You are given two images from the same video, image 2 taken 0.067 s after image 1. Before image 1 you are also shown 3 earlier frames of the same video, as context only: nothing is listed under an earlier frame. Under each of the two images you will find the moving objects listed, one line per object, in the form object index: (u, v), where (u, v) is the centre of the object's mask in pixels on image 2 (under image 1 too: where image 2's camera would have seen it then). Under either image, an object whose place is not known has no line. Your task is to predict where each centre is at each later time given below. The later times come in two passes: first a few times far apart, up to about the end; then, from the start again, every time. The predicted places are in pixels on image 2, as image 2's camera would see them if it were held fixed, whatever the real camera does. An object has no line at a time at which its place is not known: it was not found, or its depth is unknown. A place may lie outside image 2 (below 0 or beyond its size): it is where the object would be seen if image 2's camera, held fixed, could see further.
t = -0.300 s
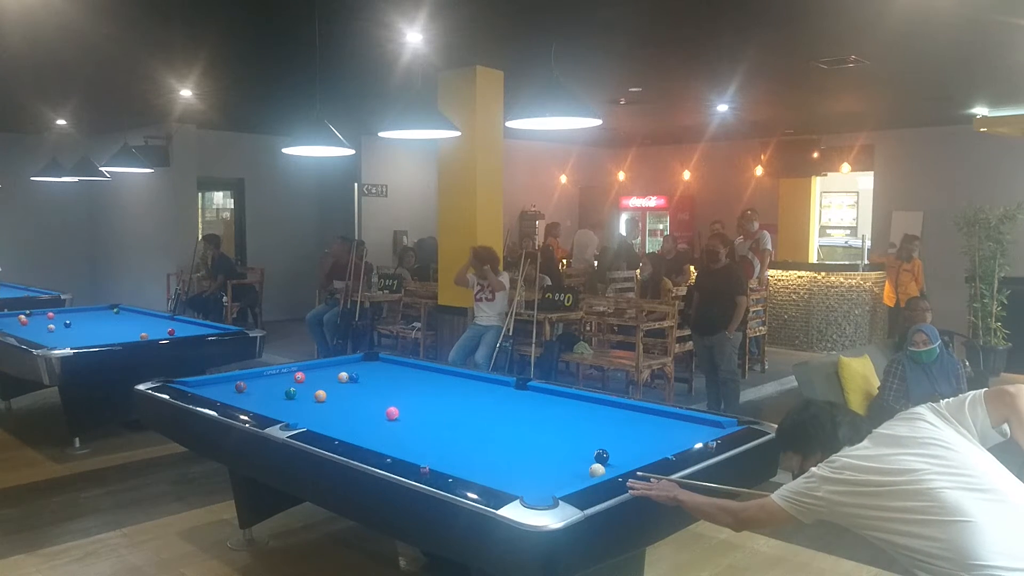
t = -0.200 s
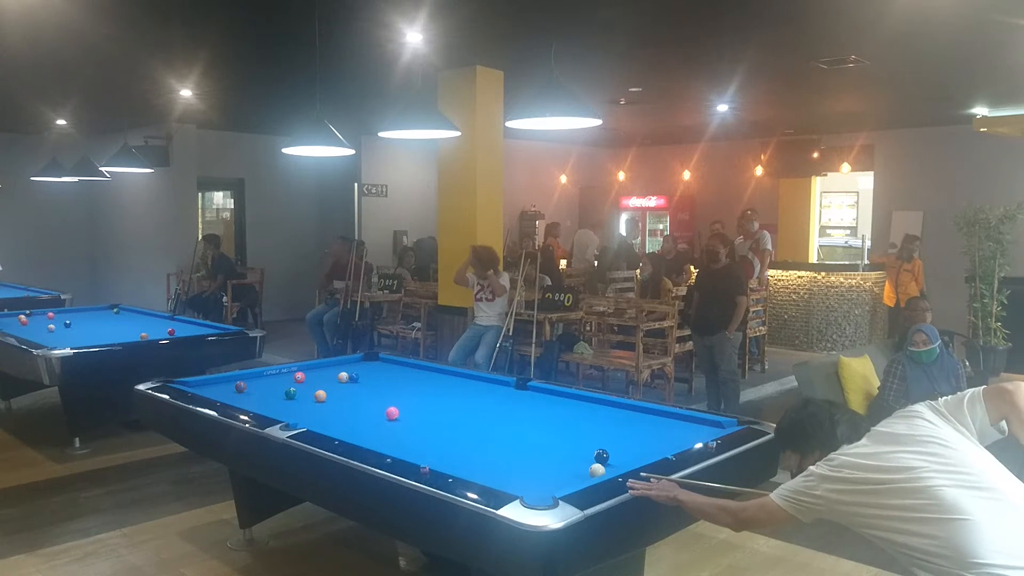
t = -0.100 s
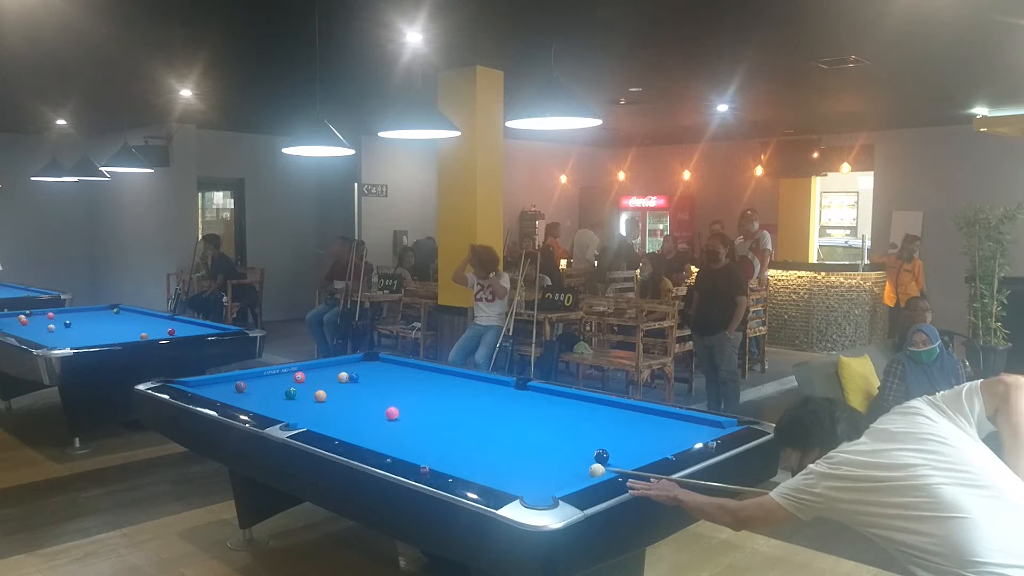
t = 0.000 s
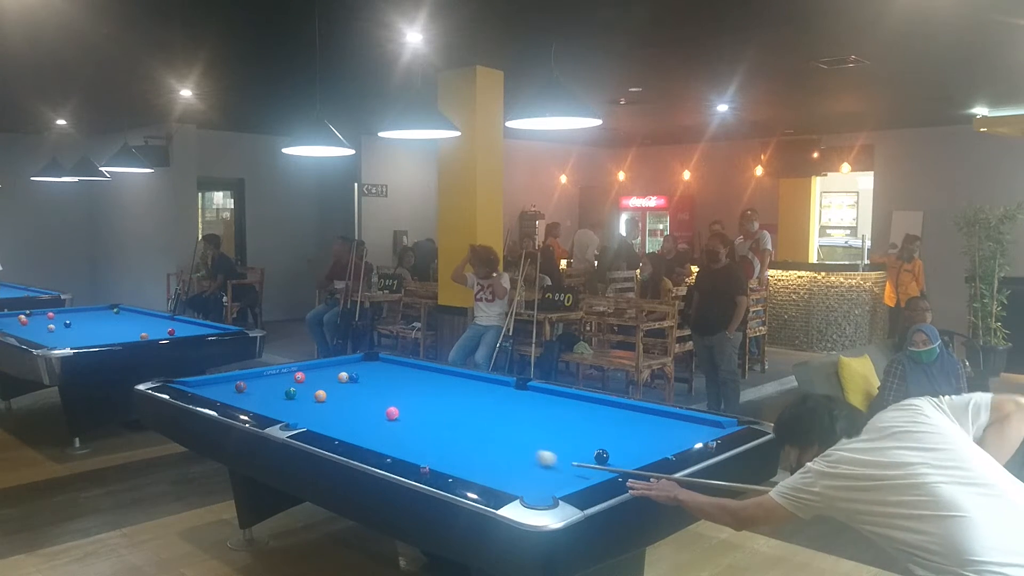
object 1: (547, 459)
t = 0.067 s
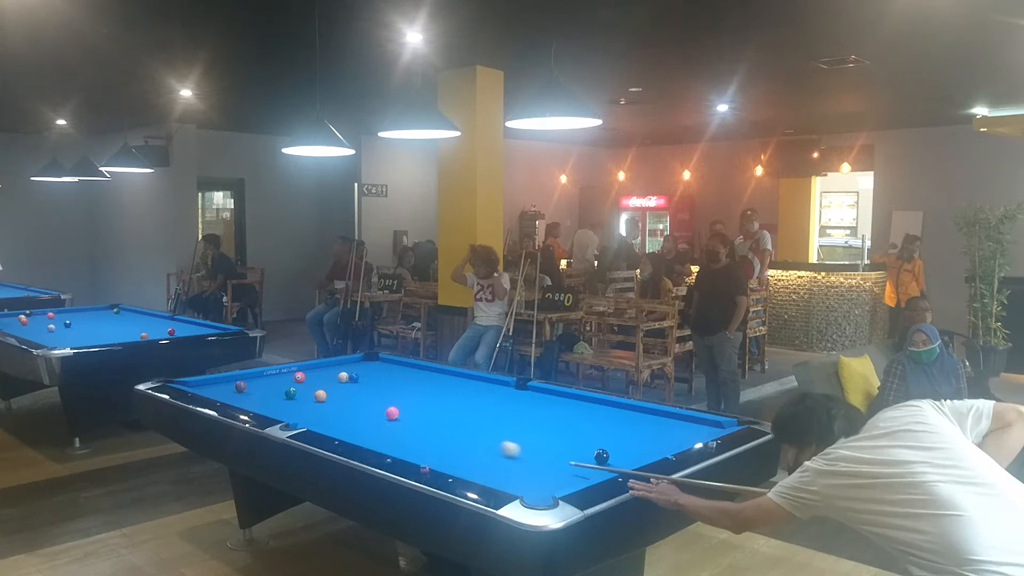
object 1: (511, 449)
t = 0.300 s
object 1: (405, 423)
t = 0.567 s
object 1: (311, 399)
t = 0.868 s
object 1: (290, 392)
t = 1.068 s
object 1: (279, 387)
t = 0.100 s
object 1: (493, 445)
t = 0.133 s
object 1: (477, 441)
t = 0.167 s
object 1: (462, 437)
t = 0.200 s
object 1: (446, 433)
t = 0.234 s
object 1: (432, 430)
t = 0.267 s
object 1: (418, 426)
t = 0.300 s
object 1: (405, 423)
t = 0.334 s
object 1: (391, 419)
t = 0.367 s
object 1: (379, 415)
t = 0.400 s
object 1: (367, 413)
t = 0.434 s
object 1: (355, 409)
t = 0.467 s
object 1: (343, 407)
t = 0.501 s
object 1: (332, 404)
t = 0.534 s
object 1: (322, 401)
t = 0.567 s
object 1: (311, 399)
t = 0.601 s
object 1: (301, 396)
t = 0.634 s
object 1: (298, 395)
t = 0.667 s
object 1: (298, 395)
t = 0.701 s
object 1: (298, 395)
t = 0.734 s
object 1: (297, 394)
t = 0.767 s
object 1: (296, 393)
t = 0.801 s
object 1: (294, 393)
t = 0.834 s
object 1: (292, 392)
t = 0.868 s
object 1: (290, 392)
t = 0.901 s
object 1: (288, 391)
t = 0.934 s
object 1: (286, 390)
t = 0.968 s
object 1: (284, 390)
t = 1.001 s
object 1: (283, 389)
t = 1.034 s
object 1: (281, 388)
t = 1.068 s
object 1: (279, 387)
